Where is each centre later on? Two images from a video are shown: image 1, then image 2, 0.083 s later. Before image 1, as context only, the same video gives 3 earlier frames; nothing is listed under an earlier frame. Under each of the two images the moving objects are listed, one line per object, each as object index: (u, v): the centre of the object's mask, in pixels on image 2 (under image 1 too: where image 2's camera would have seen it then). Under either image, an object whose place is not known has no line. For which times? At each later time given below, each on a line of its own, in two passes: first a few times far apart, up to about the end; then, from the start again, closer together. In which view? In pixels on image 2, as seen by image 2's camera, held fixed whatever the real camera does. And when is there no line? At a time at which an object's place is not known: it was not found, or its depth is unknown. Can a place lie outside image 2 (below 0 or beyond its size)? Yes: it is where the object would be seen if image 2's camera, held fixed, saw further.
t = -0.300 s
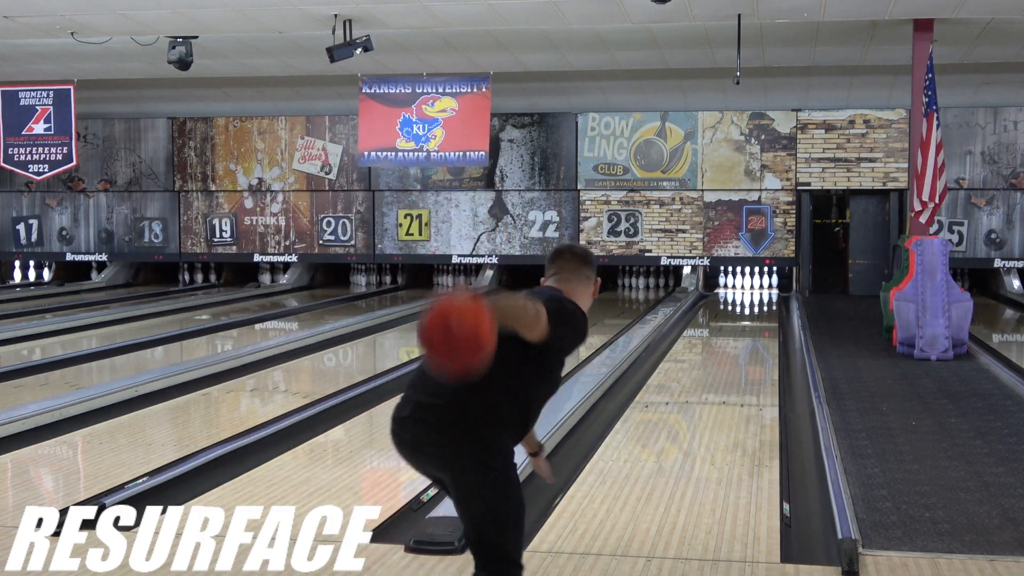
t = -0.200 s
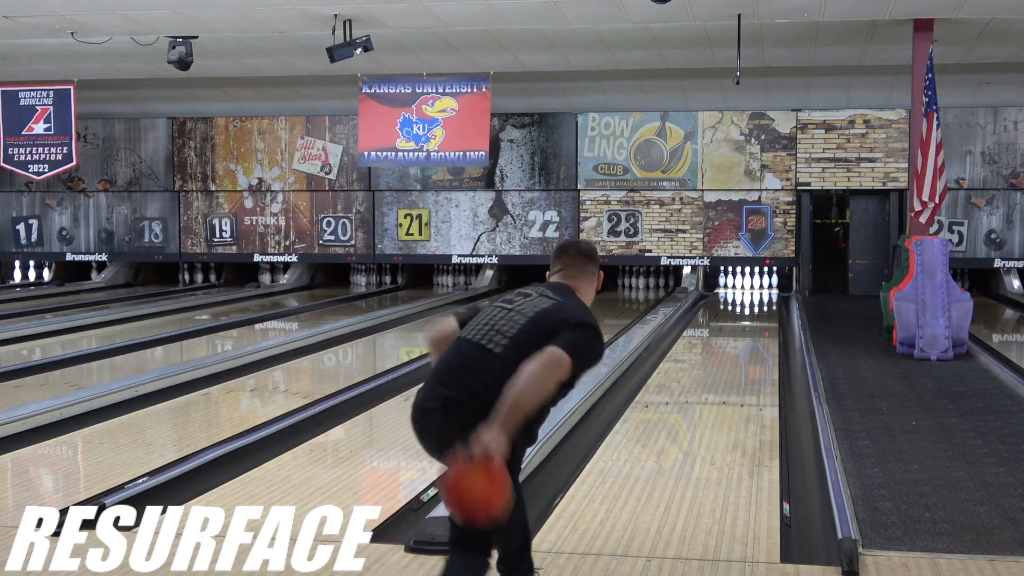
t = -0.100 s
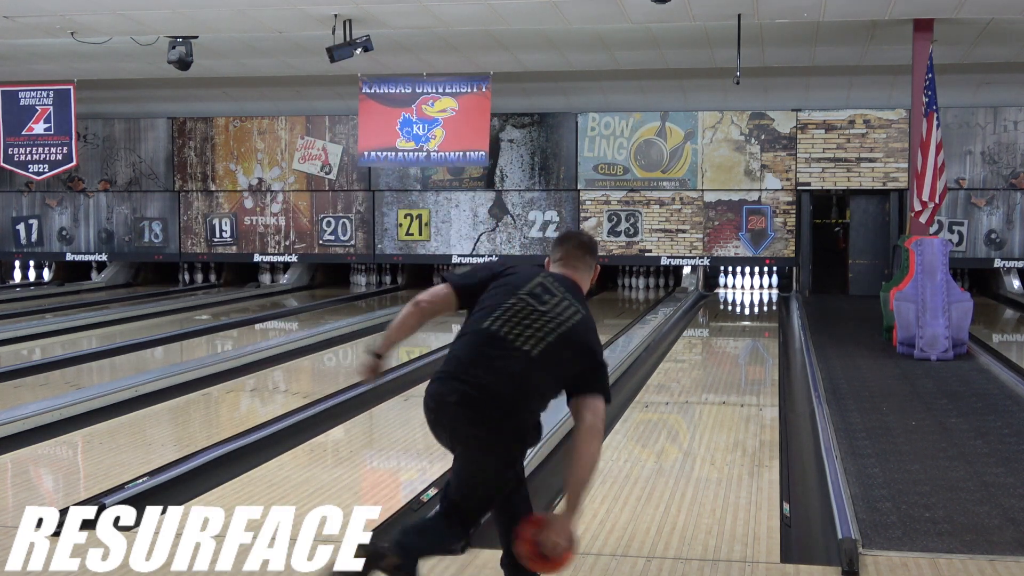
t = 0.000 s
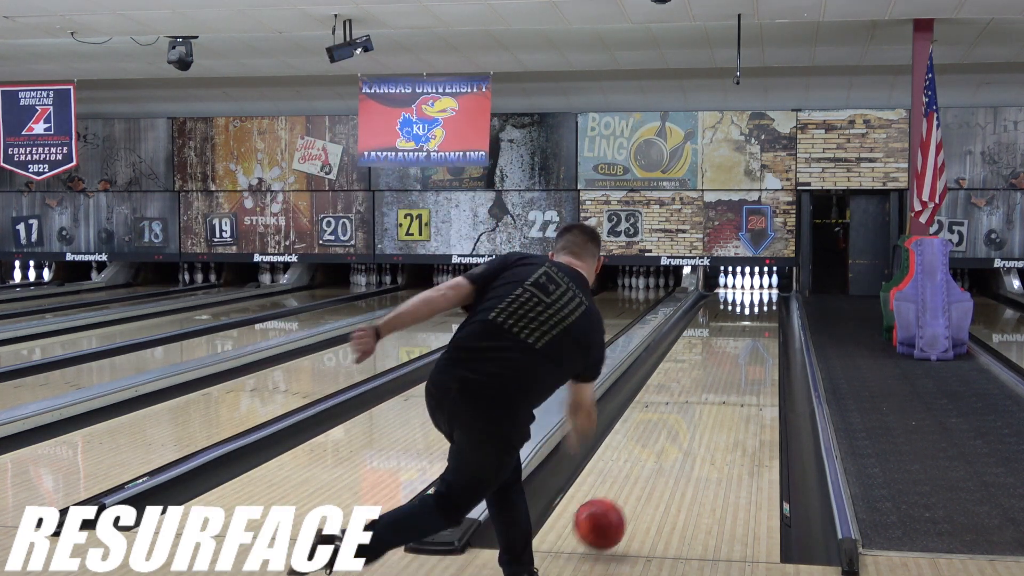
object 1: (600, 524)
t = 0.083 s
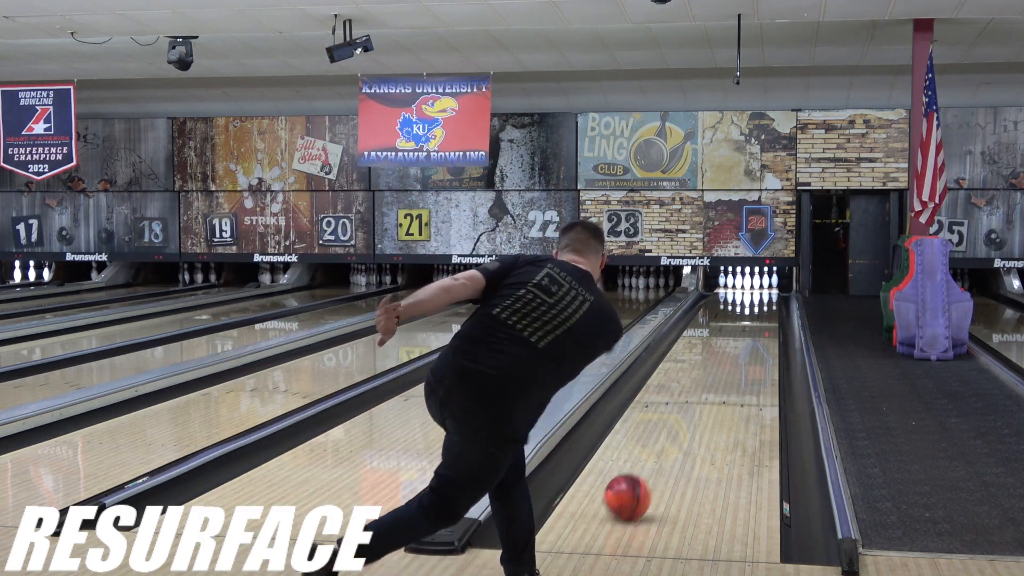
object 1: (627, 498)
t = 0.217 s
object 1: (661, 455)
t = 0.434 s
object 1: (697, 406)
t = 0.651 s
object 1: (721, 374)
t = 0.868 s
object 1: (738, 350)
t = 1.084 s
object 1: (750, 332)
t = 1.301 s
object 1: (759, 319)
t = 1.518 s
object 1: (764, 308)
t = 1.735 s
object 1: (767, 299)
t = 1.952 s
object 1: (764, 292)
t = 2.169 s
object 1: (756, 286)
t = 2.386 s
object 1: (757, 282)
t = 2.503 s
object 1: (760, 280)
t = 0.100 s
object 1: (632, 492)
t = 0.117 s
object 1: (637, 486)
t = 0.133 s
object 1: (641, 480)
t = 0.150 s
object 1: (645, 475)
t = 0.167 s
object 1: (650, 470)
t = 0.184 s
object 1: (653, 464)
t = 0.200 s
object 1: (657, 459)
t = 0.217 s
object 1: (661, 455)
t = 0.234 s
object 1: (664, 450)
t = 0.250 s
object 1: (668, 445)
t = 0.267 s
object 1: (671, 441)
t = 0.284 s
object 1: (674, 437)
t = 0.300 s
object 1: (677, 433)
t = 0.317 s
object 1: (680, 430)
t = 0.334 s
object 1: (682, 426)
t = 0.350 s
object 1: (685, 422)
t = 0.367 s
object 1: (688, 419)
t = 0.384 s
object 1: (690, 416)
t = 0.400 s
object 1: (693, 412)
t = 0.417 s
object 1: (695, 409)
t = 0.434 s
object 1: (697, 406)
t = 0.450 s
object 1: (700, 403)
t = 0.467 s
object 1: (702, 400)
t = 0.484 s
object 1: (704, 397)
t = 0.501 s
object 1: (706, 395)
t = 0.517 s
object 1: (708, 392)
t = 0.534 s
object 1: (710, 389)
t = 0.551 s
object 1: (711, 387)
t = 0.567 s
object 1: (713, 385)
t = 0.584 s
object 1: (715, 382)
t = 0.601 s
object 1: (717, 380)
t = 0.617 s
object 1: (718, 377)
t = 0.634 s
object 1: (720, 376)
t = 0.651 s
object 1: (721, 374)
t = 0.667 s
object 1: (723, 372)
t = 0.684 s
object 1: (725, 370)
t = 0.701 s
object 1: (726, 367)
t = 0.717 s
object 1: (727, 366)
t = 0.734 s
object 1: (729, 364)
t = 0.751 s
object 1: (730, 362)
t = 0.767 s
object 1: (731, 360)
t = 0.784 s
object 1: (732, 358)
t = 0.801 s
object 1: (734, 357)
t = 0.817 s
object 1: (735, 355)
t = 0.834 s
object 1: (736, 353)
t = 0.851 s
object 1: (737, 352)
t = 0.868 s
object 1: (738, 350)
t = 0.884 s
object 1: (739, 349)
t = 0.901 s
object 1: (740, 347)
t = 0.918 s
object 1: (741, 346)
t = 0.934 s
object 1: (742, 344)
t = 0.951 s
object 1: (743, 343)
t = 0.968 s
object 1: (744, 341)
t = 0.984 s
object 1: (745, 340)
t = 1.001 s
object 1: (746, 339)
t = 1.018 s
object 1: (747, 337)
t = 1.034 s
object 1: (748, 336)
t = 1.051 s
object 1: (749, 335)
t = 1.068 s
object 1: (749, 334)
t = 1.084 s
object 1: (750, 332)
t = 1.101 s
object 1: (751, 331)
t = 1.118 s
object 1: (752, 330)
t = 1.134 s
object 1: (753, 329)
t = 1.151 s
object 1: (753, 328)
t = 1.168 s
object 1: (754, 327)
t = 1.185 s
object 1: (755, 325)
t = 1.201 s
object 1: (755, 325)
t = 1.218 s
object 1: (756, 324)
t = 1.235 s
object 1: (757, 322)
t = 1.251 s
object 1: (757, 322)
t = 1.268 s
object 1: (758, 321)
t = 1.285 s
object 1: (758, 320)
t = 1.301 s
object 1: (759, 319)
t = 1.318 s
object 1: (759, 318)
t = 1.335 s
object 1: (760, 317)
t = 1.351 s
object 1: (760, 316)
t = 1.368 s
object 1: (761, 315)
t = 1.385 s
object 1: (761, 314)
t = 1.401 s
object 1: (762, 313)
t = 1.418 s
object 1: (762, 313)
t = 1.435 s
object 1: (763, 312)
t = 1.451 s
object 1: (763, 311)
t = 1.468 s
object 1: (763, 311)
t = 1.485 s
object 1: (764, 310)
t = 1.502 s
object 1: (764, 309)
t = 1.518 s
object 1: (764, 308)
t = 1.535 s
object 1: (765, 307)
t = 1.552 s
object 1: (765, 306)
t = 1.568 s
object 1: (766, 306)
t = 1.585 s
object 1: (766, 305)
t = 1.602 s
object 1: (767, 304)
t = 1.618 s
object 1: (767, 304)
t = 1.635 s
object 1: (767, 303)
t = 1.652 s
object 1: (767, 303)
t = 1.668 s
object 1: (767, 302)
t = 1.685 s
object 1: (767, 301)
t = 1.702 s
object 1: (767, 301)
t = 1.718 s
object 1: (767, 300)
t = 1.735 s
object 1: (767, 299)
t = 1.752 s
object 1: (767, 299)
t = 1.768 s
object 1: (767, 298)
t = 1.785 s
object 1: (766, 297)
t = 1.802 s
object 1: (767, 297)
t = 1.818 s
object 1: (766, 296)
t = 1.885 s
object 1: (766, 294)
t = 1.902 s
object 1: (765, 293)
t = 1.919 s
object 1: (765, 293)
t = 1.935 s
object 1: (765, 293)
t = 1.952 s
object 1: (764, 292)
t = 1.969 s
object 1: (764, 291)
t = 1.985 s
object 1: (763, 291)
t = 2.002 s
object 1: (763, 290)
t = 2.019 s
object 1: (762, 290)
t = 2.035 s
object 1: (762, 289)
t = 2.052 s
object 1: (761, 289)
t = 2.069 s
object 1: (760, 288)
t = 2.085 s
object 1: (760, 288)
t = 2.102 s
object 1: (759, 287)
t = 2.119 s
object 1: (758, 287)
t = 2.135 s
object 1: (758, 287)
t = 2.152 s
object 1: (757, 286)
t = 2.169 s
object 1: (756, 286)
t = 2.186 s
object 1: (756, 286)
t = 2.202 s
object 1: (755, 285)
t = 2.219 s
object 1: (755, 284)
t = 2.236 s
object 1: (754, 284)
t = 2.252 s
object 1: (755, 284)
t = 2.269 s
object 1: (756, 283)
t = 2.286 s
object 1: (756, 283)
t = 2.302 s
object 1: (755, 283)
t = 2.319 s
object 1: (756, 283)
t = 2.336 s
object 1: (756, 283)
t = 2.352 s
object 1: (756, 282)
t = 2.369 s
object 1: (757, 282)
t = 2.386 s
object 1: (757, 282)
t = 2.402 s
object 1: (757, 282)
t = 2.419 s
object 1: (758, 281)
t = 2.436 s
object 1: (758, 281)
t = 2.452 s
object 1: (759, 281)
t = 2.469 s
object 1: (759, 281)
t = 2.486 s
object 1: (760, 281)
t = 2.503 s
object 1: (760, 280)
